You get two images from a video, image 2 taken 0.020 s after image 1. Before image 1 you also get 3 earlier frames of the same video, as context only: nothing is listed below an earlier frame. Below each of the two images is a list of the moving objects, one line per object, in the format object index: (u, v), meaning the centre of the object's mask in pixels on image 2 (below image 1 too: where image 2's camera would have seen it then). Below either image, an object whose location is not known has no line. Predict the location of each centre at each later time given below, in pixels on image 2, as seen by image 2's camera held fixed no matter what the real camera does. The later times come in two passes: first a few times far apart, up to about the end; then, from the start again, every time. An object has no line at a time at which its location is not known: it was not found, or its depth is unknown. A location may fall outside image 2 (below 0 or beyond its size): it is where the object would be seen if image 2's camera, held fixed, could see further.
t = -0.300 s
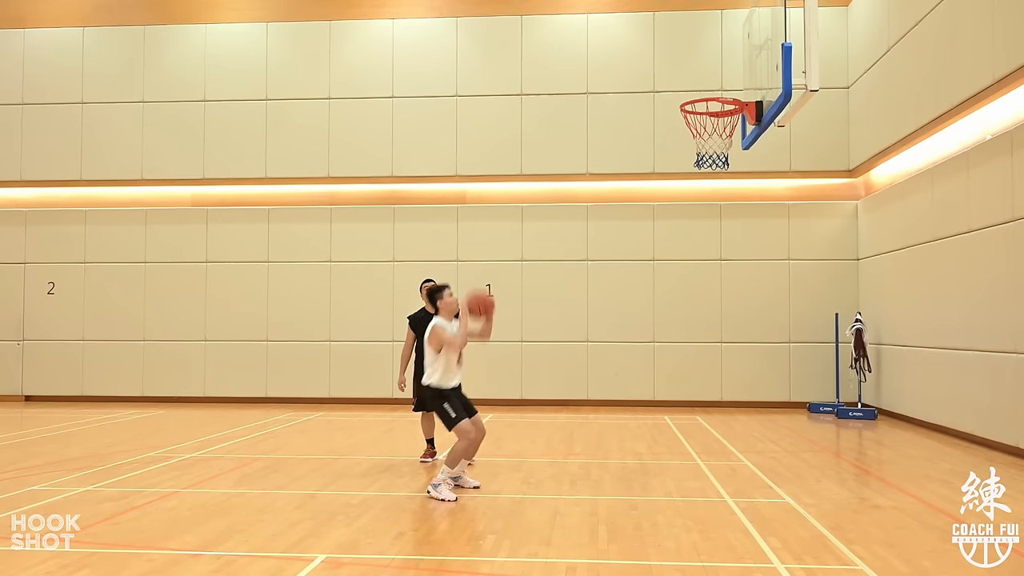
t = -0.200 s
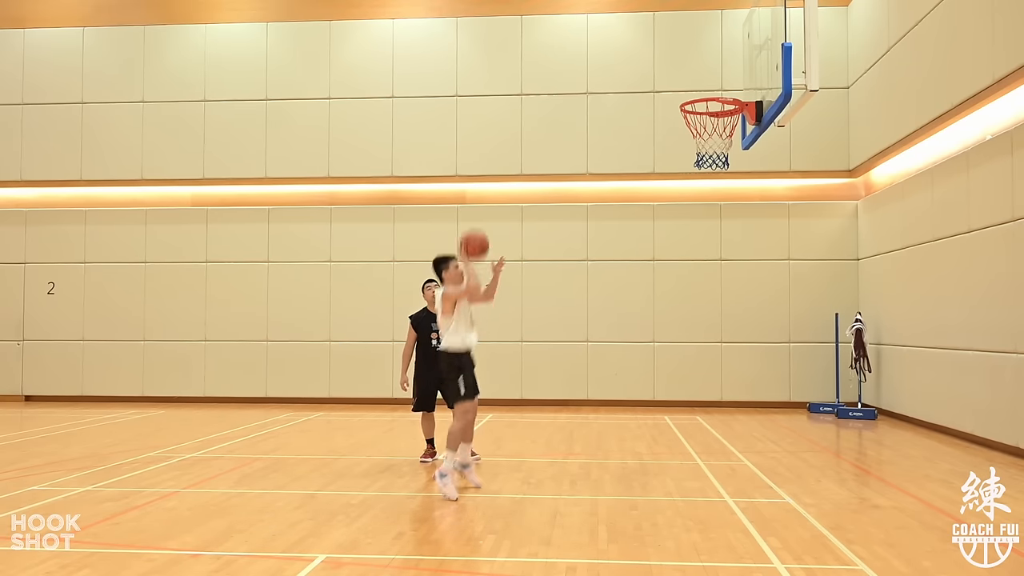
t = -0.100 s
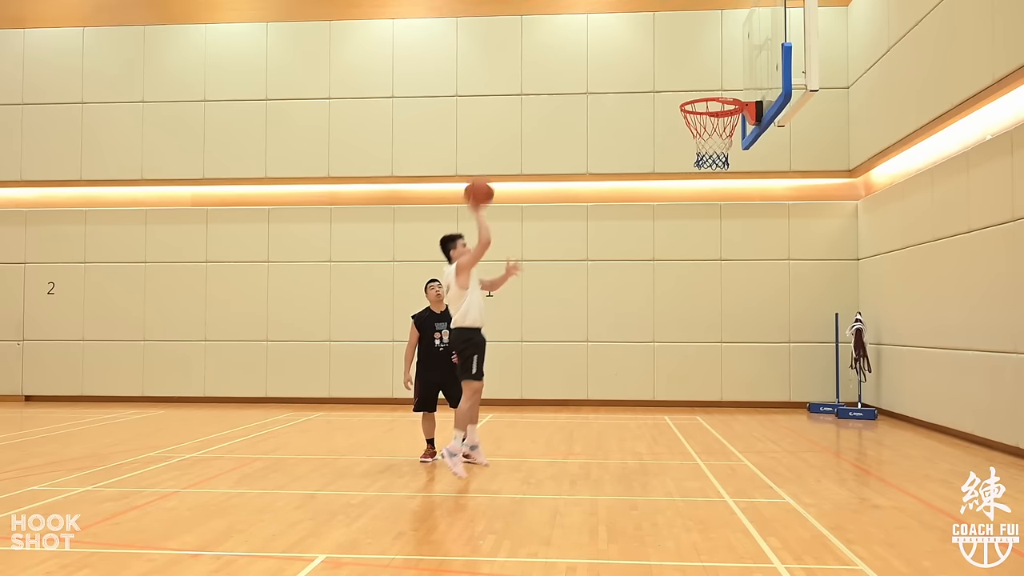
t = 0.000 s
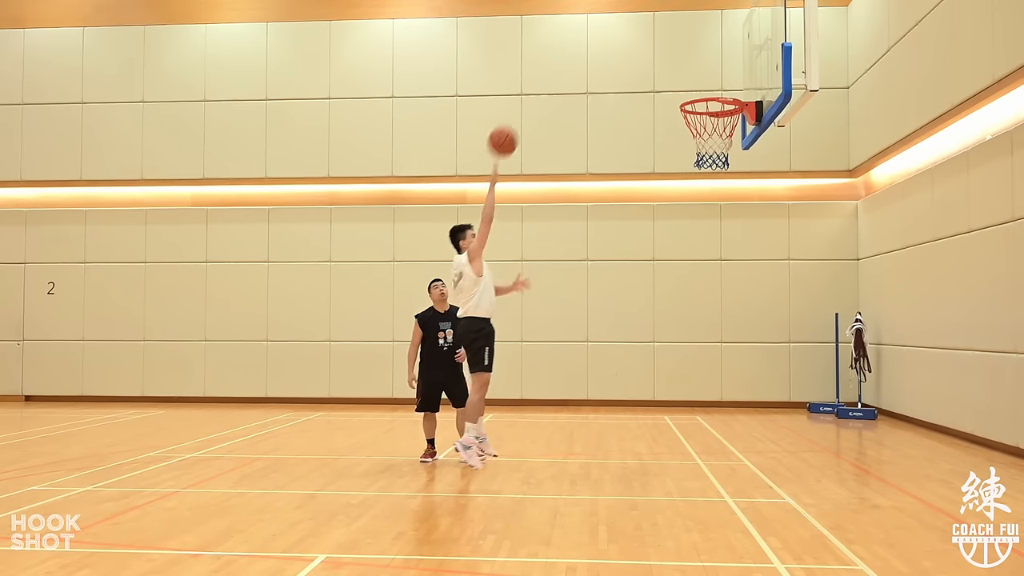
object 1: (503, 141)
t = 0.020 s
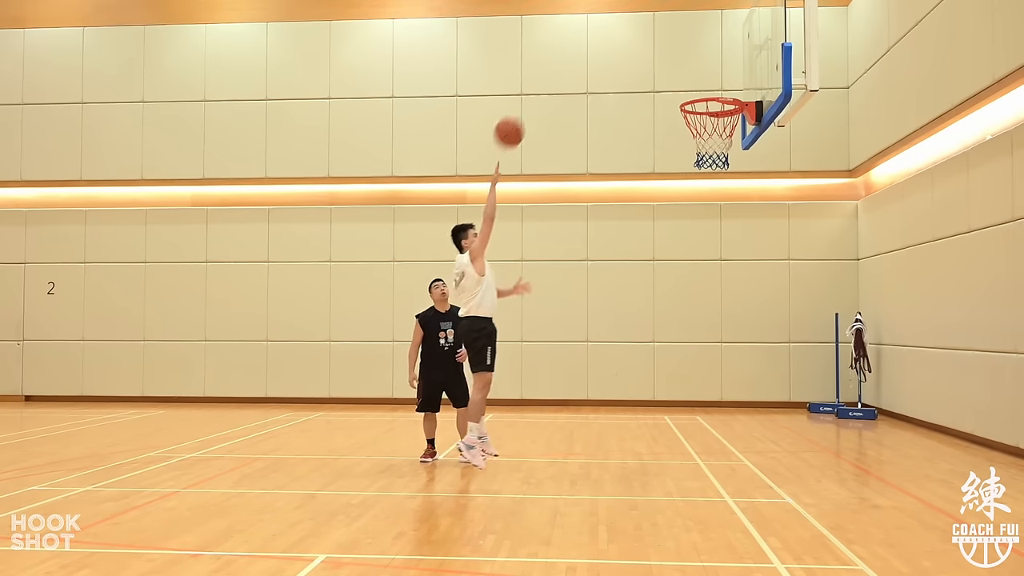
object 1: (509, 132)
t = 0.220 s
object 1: (575, 67)
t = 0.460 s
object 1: (653, 52)
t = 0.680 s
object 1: (721, 101)
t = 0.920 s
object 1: (696, 145)
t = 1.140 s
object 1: (695, 182)
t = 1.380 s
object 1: (696, 291)
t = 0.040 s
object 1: (515, 123)
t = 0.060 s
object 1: (522, 116)
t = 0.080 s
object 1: (529, 108)
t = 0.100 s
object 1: (535, 100)
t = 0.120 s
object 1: (542, 94)
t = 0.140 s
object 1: (549, 87)
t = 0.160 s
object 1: (555, 81)
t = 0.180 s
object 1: (561, 76)
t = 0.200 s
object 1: (568, 71)
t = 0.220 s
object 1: (575, 67)
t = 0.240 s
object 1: (581, 63)
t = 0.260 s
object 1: (587, 60)
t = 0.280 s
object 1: (594, 57)
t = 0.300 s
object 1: (600, 54)
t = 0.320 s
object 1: (607, 52)
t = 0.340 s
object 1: (613, 51)
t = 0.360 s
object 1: (620, 50)
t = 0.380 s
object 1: (627, 49)
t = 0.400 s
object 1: (633, 49)
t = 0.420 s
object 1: (640, 50)
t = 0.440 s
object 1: (646, 51)
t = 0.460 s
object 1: (653, 52)
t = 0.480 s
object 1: (660, 54)
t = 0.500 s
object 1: (666, 56)
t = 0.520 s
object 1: (673, 59)
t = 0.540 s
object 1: (680, 63)
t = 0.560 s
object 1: (686, 67)
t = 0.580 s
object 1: (693, 71)
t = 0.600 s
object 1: (699, 76)
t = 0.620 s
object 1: (707, 81)
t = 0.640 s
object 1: (713, 85)
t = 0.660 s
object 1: (720, 92)
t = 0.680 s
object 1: (721, 101)
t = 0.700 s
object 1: (720, 102)
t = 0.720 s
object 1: (717, 107)
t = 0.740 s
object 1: (716, 112)
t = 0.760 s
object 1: (715, 116)
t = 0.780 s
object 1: (712, 119)
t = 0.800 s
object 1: (710, 123)
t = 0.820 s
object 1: (708, 125)
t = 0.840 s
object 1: (705, 129)
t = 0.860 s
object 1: (702, 132)
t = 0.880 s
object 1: (700, 139)
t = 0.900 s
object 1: (698, 142)
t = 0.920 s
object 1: (696, 145)
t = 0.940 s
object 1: (695, 148)
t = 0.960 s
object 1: (694, 149)
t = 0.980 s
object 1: (694, 152)
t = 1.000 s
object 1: (694, 154)
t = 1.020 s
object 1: (694, 157)
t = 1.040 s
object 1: (694, 160)
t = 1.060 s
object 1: (694, 163)
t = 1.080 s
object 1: (694, 167)
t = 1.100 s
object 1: (694, 171)
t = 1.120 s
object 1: (694, 176)
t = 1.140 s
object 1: (695, 182)
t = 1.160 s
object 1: (695, 188)
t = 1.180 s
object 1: (695, 195)
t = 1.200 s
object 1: (695, 202)
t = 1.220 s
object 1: (695, 210)
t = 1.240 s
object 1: (695, 218)
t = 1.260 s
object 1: (696, 226)
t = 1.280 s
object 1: (696, 236)
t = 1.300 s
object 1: (696, 245)
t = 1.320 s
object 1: (696, 256)
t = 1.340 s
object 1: (696, 267)
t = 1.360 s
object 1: (696, 278)
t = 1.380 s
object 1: (696, 291)
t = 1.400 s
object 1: (696, 303)
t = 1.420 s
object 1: (696, 317)
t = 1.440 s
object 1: (697, 331)
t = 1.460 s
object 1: (697, 346)
